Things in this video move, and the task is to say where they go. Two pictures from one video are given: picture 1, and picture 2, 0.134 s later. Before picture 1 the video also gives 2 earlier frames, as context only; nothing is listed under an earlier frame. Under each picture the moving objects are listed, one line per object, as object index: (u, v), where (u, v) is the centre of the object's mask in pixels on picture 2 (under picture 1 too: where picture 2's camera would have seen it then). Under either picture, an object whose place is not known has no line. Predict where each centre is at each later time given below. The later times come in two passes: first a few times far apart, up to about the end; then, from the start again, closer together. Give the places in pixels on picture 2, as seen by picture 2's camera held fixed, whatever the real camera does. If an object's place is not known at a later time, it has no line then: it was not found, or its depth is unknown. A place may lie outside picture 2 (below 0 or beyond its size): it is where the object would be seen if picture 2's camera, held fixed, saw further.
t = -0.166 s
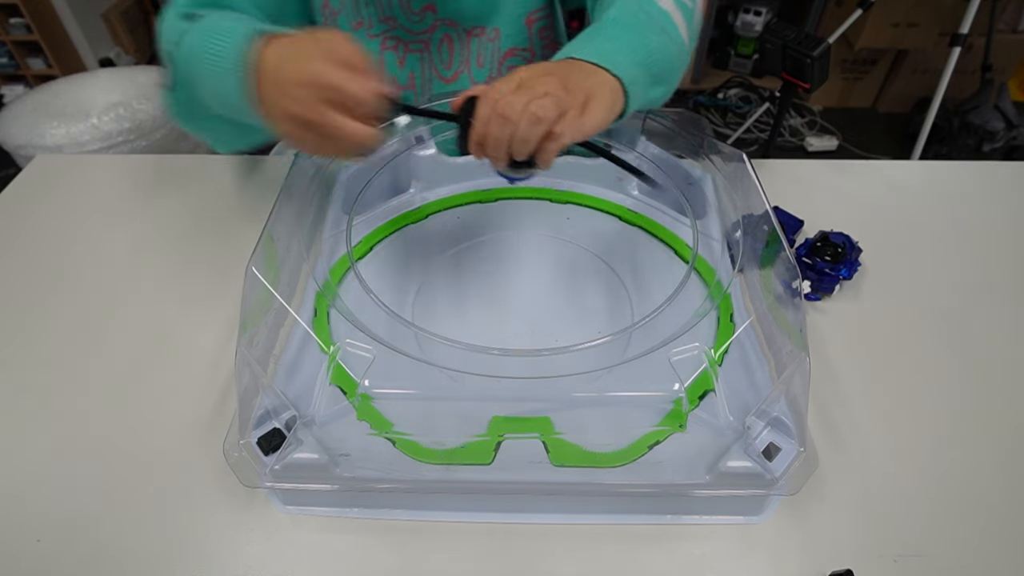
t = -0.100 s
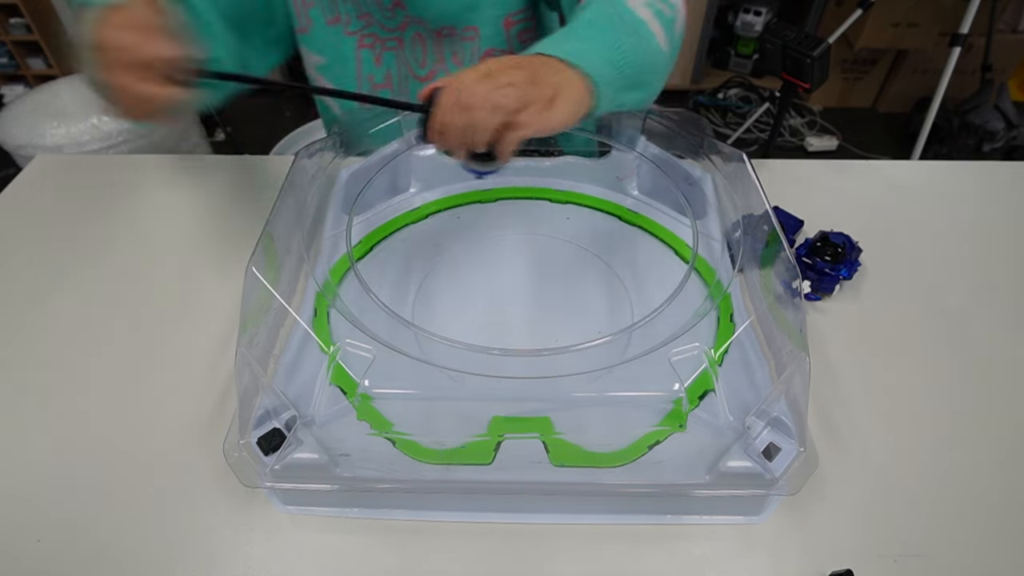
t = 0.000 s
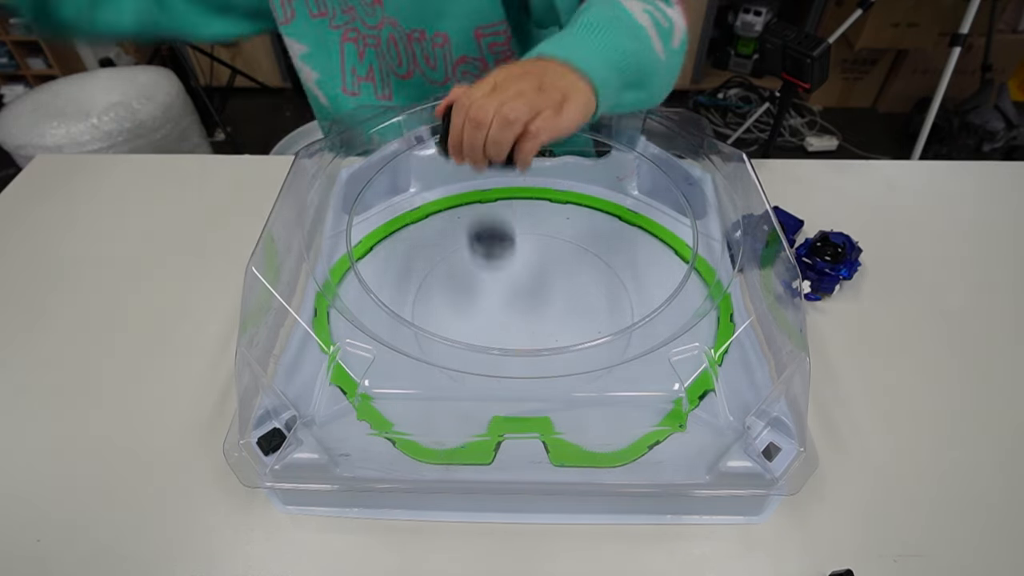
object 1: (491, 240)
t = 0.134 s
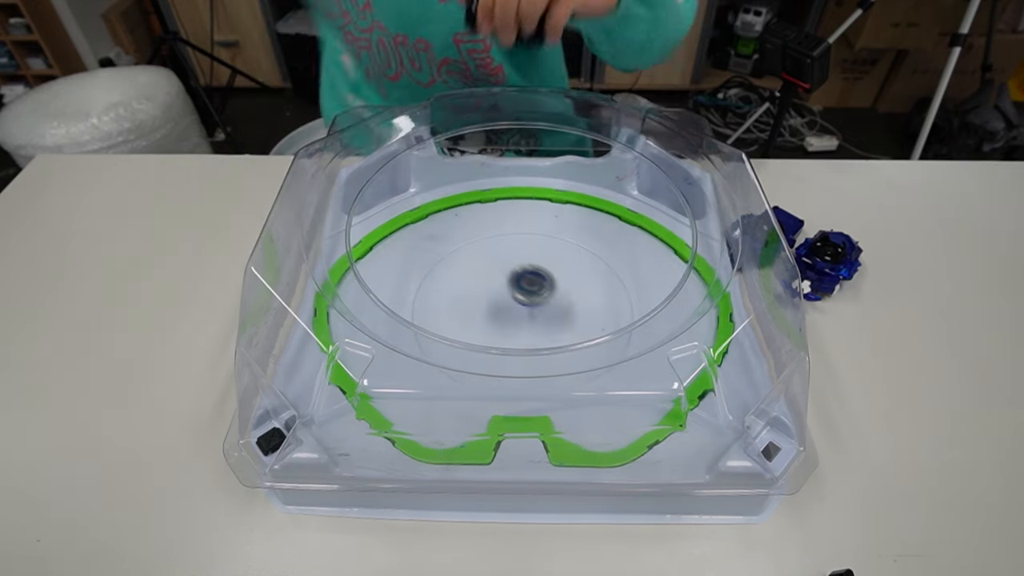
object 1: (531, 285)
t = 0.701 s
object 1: (504, 224)
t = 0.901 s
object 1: (423, 330)
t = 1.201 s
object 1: (522, 187)
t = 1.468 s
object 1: (555, 214)
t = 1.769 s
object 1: (524, 213)
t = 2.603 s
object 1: (370, 239)
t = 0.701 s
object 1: (504, 224)
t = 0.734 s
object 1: (481, 227)
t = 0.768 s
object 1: (458, 238)
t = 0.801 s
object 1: (437, 252)
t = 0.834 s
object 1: (421, 273)
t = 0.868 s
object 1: (416, 299)
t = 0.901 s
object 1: (423, 330)
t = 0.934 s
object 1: (450, 358)
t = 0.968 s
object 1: (490, 379)
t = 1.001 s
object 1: (541, 396)
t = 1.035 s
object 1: (610, 391)
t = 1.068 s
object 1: (685, 375)
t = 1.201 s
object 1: (522, 187)
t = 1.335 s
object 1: (423, 417)
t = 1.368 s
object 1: (489, 374)
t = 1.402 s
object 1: (515, 317)
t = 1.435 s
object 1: (537, 263)
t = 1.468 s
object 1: (555, 214)
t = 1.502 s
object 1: (563, 178)
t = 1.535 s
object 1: (562, 171)
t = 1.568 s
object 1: (560, 172)
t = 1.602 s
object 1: (558, 181)
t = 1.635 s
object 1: (554, 193)
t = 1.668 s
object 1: (548, 192)
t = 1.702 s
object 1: (542, 201)
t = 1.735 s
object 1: (534, 209)
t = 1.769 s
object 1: (524, 213)
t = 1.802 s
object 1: (514, 224)
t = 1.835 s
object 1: (501, 233)
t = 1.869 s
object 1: (487, 244)
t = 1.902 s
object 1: (472, 257)
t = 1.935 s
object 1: (457, 274)
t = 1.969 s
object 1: (444, 294)
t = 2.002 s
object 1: (436, 315)
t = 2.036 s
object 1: (436, 338)
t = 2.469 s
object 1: (642, 218)
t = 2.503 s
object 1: (574, 197)
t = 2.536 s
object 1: (503, 189)
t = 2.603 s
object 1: (370, 239)
